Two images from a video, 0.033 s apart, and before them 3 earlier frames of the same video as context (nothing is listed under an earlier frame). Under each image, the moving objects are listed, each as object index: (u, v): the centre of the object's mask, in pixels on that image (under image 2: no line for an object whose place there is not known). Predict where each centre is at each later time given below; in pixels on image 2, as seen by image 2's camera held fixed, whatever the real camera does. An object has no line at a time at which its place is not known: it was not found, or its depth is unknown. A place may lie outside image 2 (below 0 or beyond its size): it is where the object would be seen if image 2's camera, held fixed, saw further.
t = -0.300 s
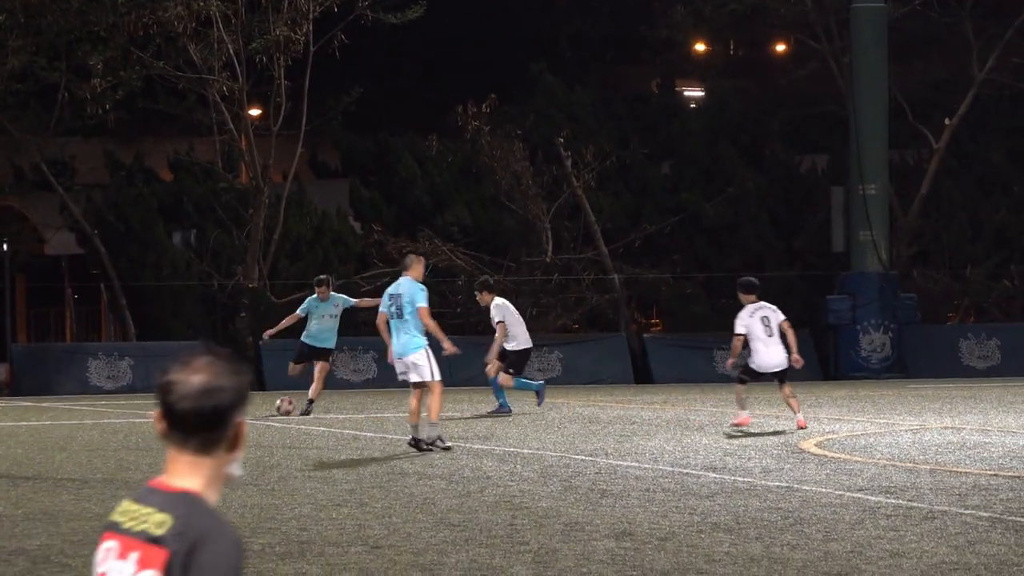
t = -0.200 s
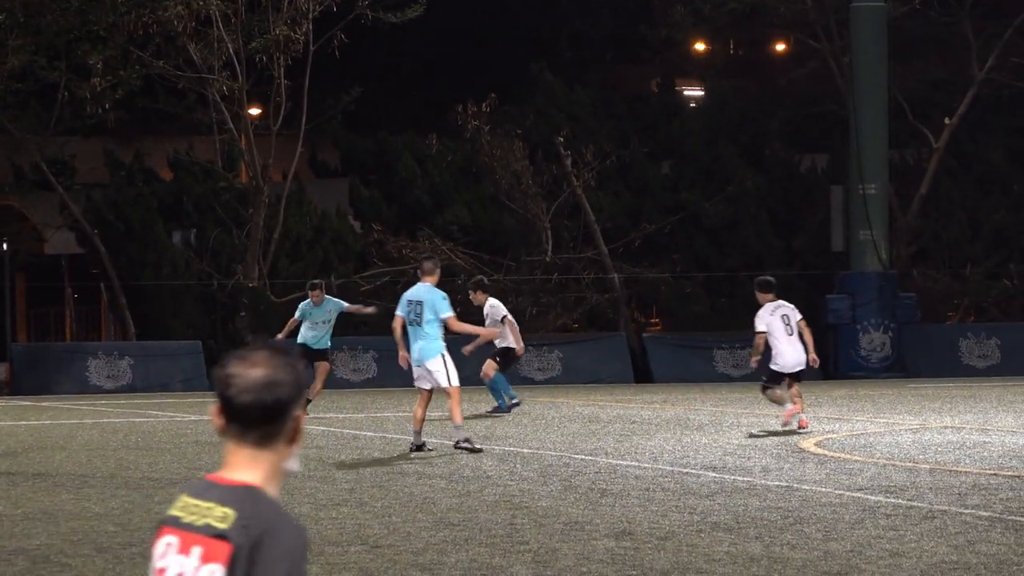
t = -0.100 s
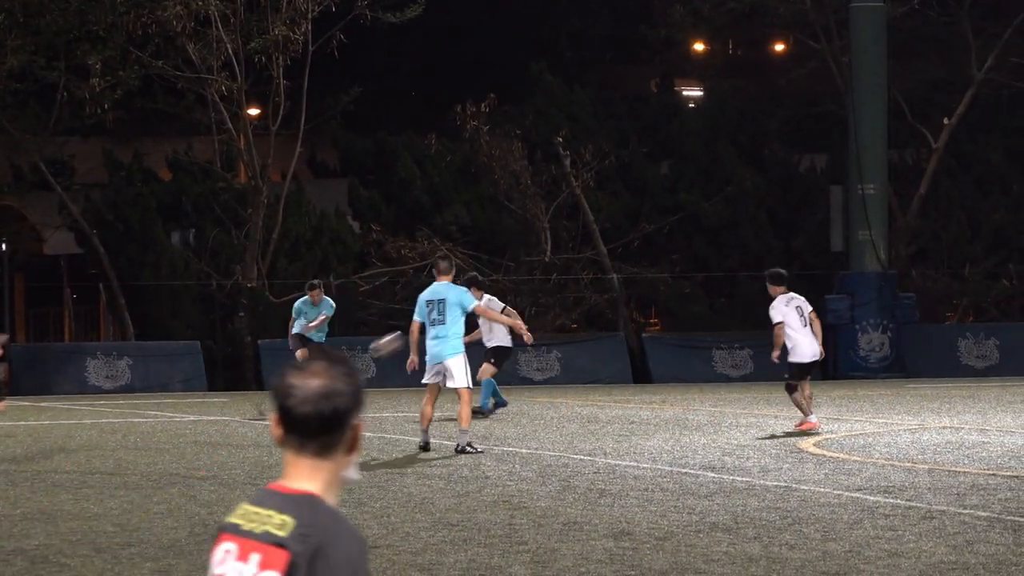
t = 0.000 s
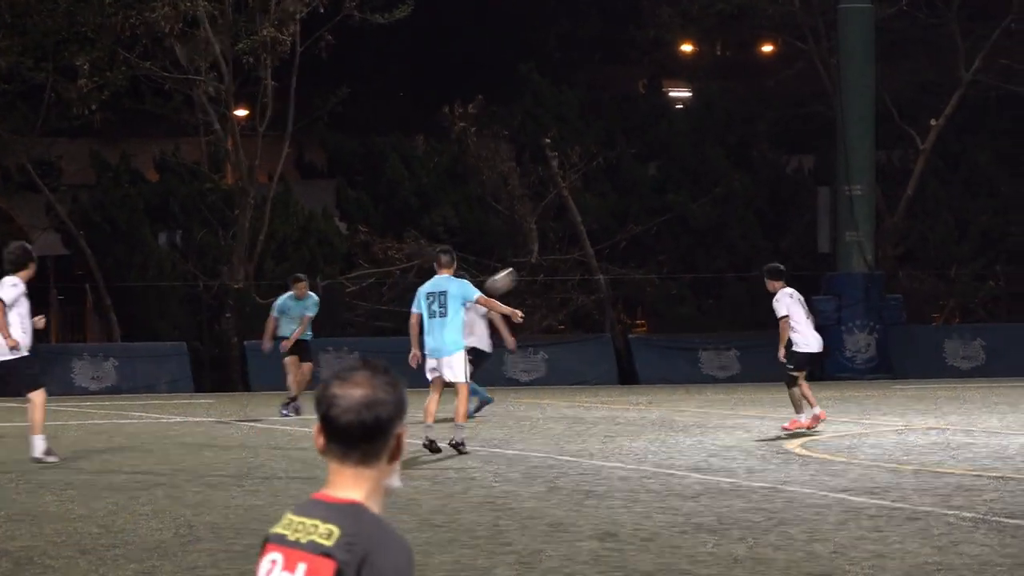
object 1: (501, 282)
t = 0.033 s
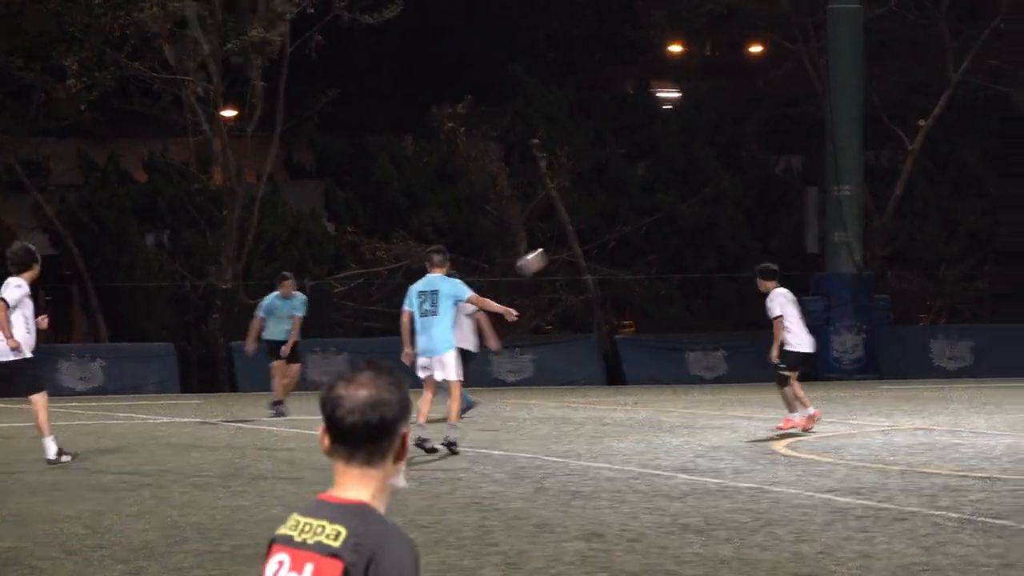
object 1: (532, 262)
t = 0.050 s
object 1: (554, 251)
